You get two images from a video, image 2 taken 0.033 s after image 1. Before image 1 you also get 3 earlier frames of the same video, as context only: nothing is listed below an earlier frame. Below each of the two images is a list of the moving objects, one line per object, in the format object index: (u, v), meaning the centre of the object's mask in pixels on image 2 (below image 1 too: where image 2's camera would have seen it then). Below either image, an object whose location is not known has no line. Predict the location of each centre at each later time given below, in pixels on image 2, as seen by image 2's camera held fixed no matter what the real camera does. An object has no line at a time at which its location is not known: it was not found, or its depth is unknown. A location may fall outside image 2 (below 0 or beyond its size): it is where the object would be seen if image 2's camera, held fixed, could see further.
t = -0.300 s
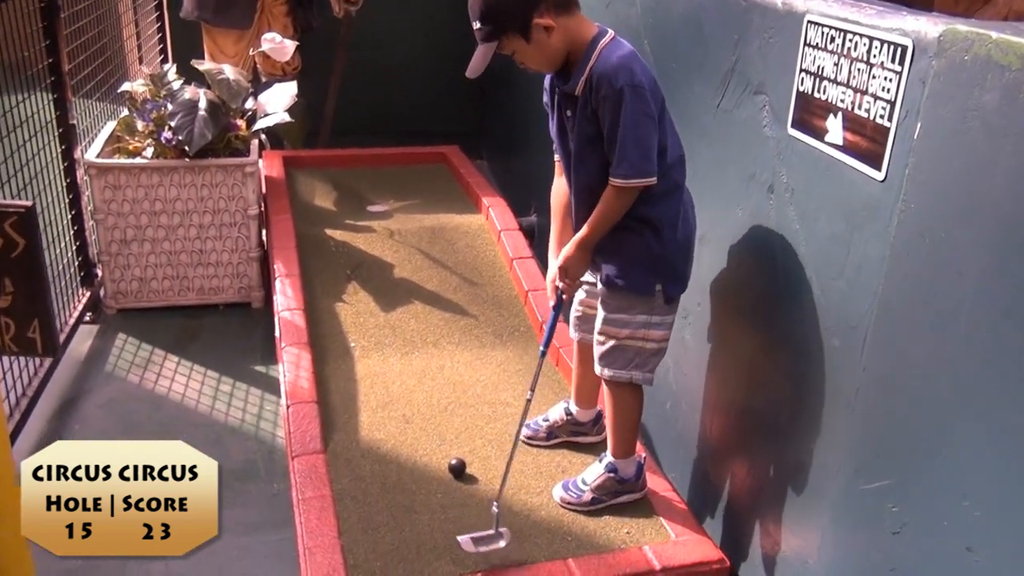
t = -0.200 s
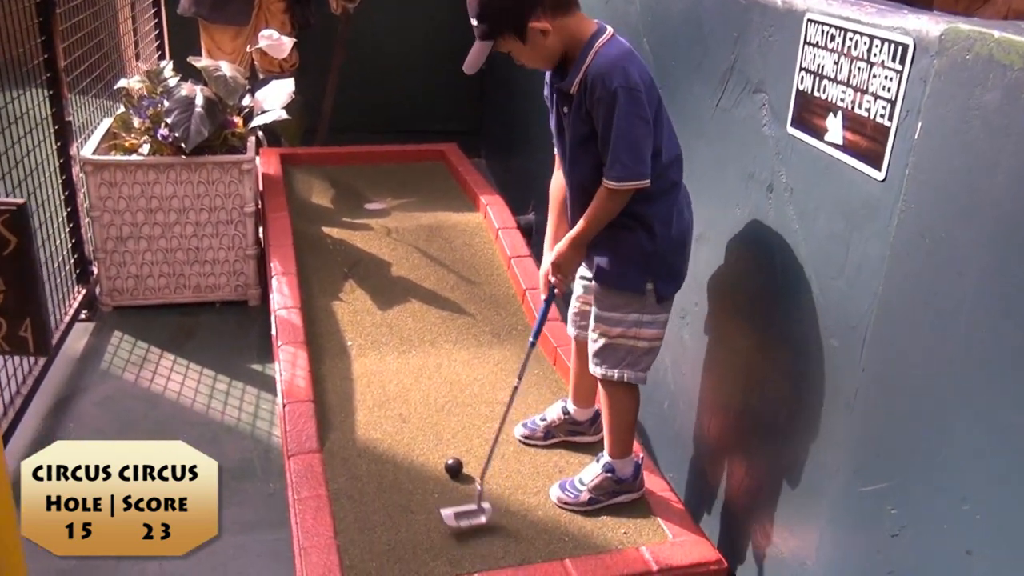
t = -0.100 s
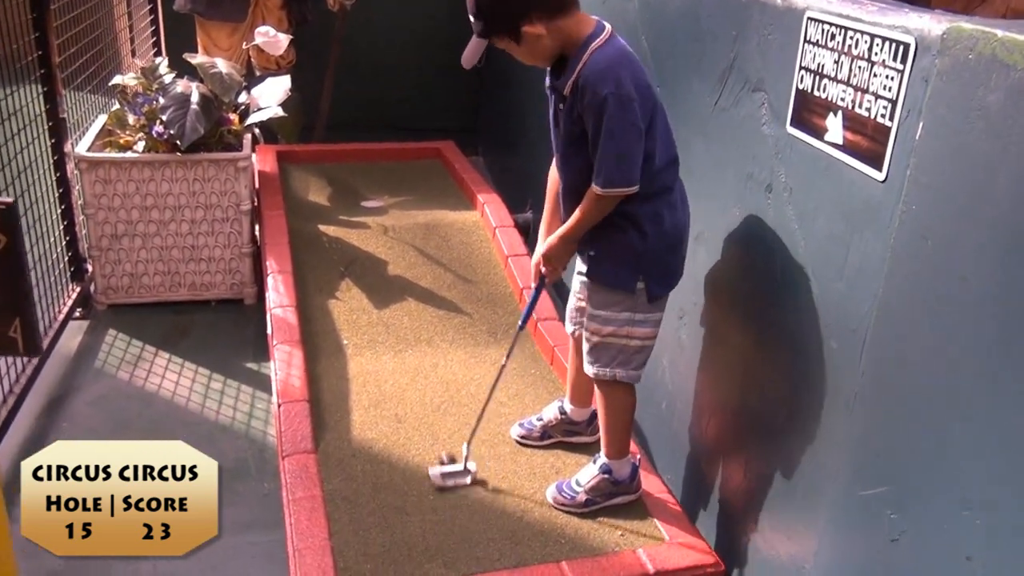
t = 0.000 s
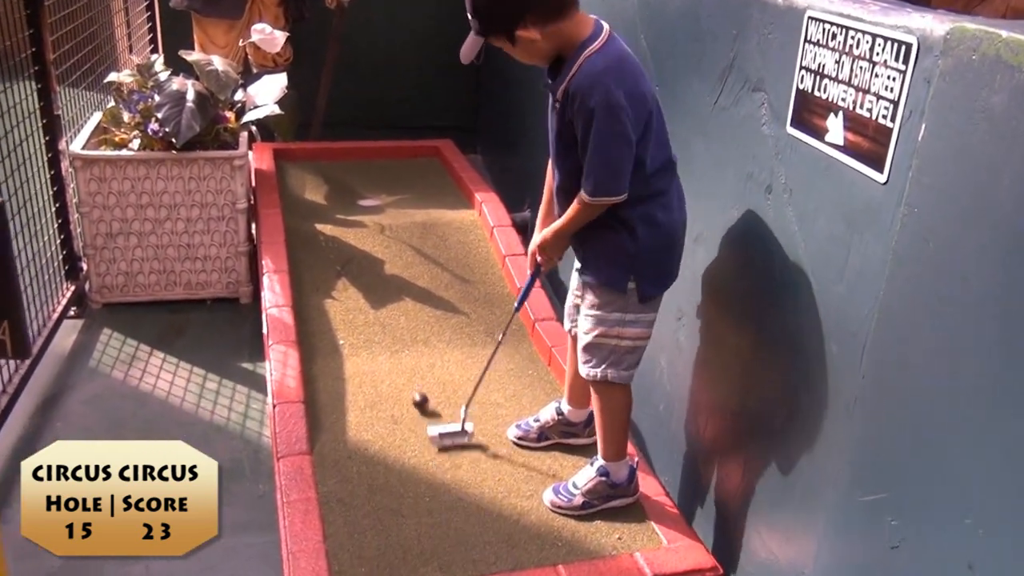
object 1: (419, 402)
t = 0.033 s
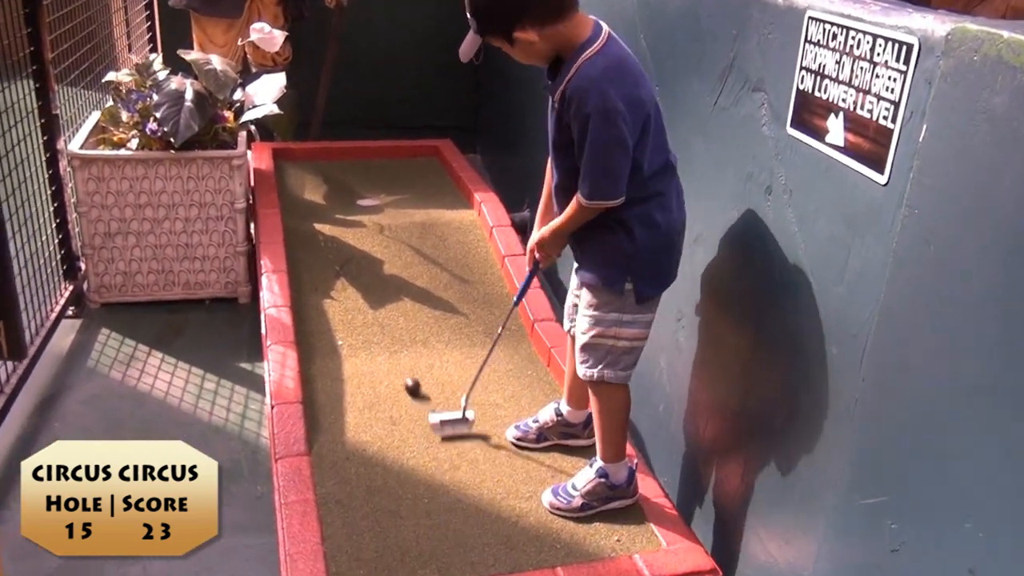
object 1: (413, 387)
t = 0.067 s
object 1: (407, 371)
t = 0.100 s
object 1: (402, 359)
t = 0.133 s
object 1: (397, 346)
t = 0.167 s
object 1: (393, 331)
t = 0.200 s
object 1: (390, 319)
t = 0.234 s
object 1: (387, 307)
